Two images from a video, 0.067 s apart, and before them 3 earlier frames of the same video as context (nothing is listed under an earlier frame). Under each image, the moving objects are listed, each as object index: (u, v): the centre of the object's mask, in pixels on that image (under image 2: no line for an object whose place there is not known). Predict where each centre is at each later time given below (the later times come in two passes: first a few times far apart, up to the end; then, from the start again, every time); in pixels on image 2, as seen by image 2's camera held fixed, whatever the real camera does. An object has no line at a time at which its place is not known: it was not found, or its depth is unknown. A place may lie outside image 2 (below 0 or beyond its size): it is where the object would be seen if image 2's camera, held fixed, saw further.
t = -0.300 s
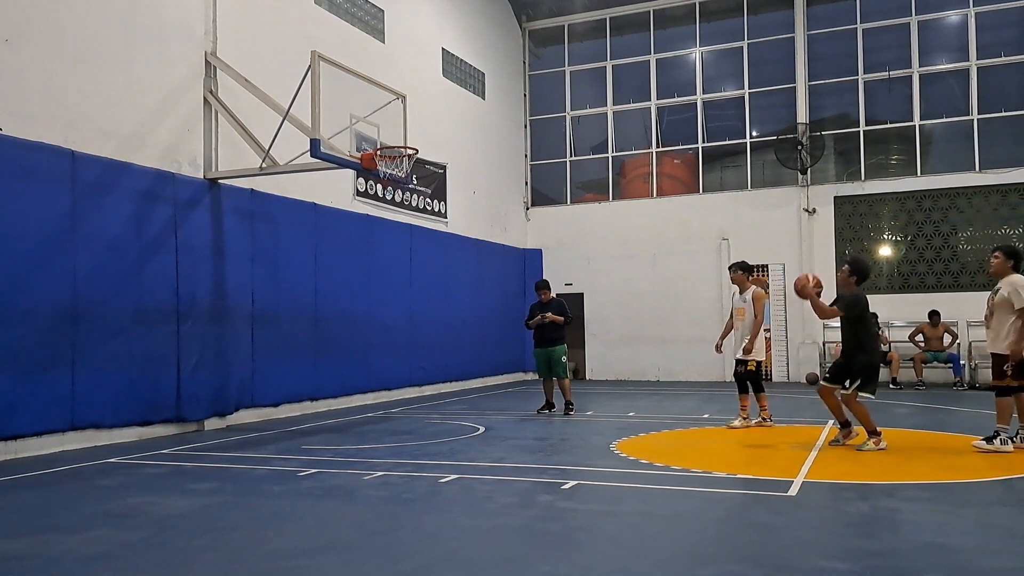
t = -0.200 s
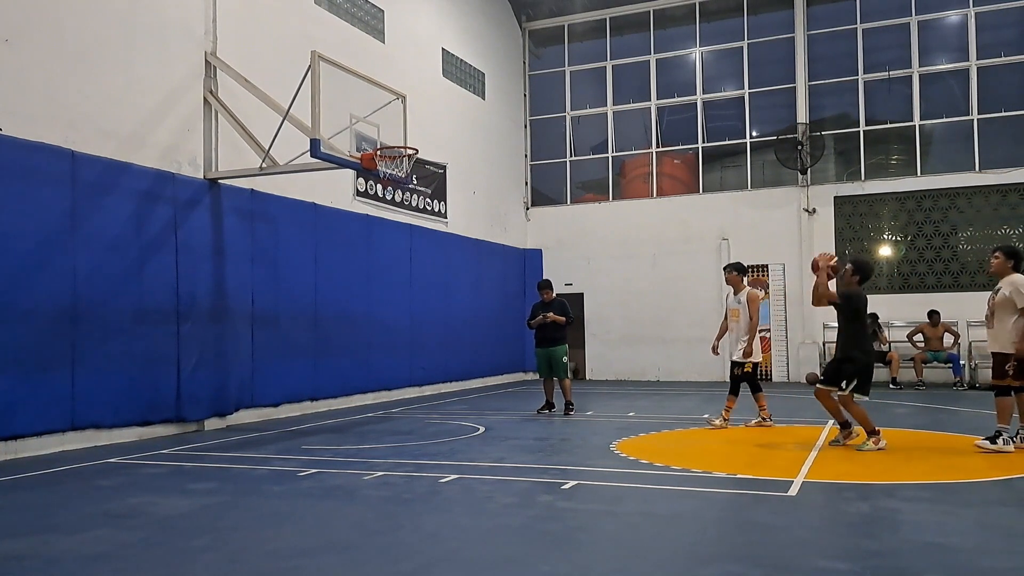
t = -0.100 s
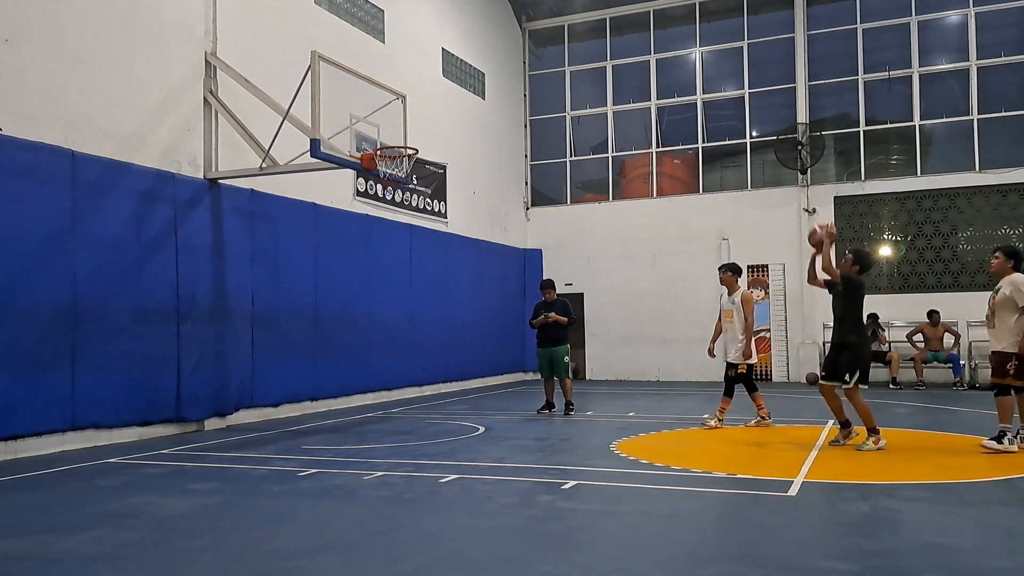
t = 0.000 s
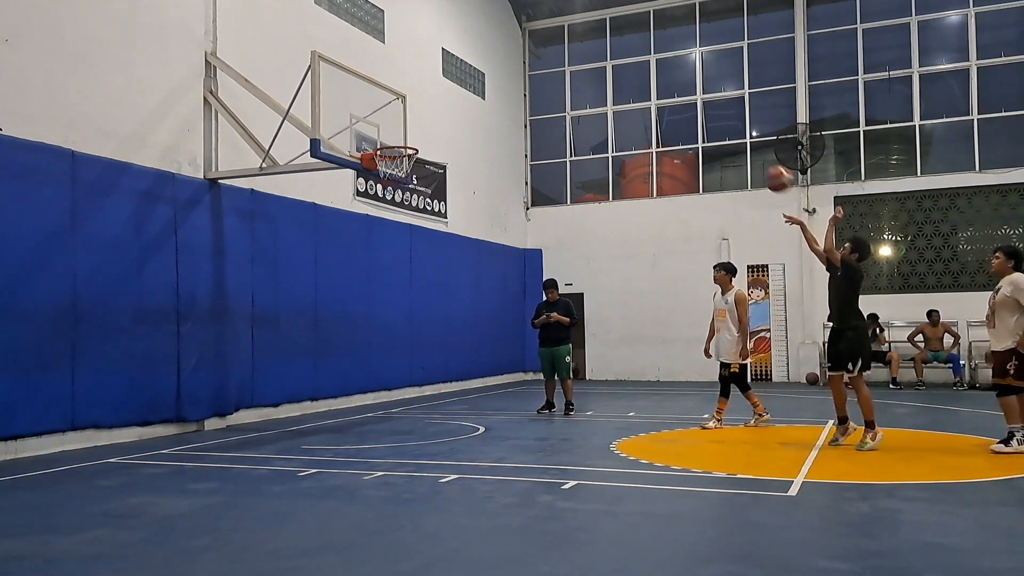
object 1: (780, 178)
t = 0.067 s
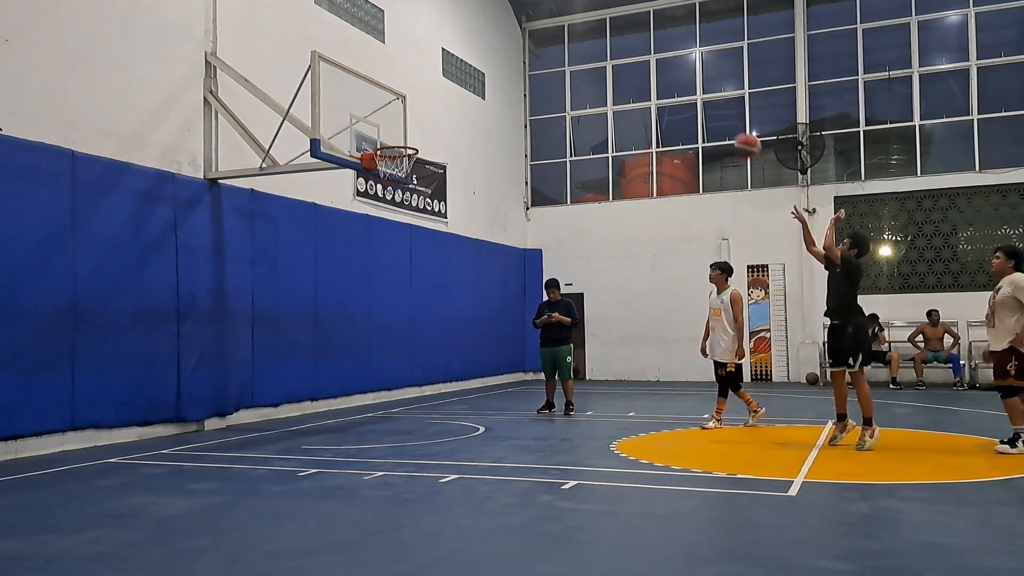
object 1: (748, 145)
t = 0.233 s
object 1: (671, 84)
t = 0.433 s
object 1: (590, 53)
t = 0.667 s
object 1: (501, 66)
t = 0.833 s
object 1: (445, 104)
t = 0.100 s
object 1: (732, 130)
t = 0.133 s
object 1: (717, 116)
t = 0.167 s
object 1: (703, 106)
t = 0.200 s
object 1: (687, 93)
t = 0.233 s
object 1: (671, 84)
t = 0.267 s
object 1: (659, 75)
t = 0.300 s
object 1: (655, 67)
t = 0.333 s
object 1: (640, 65)
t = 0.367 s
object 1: (620, 60)
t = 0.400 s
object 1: (605, 55)
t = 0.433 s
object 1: (590, 53)
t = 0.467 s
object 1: (578, 50)
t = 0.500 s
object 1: (565, 51)
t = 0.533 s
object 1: (551, 52)
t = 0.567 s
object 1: (539, 53)
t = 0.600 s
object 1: (526, 57)
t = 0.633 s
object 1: (514, 61)
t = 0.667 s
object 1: (501, 66)
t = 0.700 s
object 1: (491, 71)
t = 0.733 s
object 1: (479, 78)
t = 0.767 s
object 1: (468, 85)
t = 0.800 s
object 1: (456, 94)
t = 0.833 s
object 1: (445, 104)
